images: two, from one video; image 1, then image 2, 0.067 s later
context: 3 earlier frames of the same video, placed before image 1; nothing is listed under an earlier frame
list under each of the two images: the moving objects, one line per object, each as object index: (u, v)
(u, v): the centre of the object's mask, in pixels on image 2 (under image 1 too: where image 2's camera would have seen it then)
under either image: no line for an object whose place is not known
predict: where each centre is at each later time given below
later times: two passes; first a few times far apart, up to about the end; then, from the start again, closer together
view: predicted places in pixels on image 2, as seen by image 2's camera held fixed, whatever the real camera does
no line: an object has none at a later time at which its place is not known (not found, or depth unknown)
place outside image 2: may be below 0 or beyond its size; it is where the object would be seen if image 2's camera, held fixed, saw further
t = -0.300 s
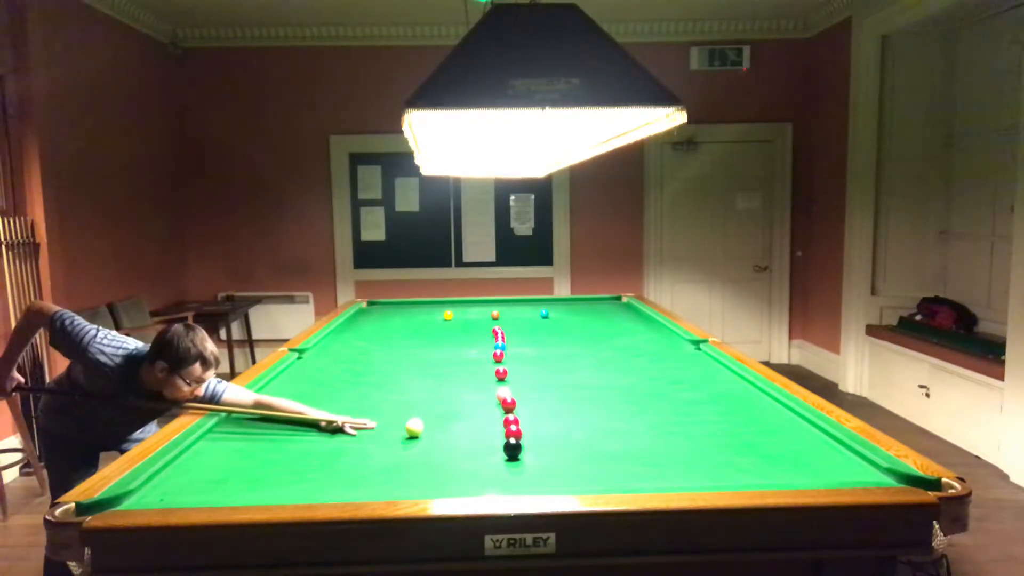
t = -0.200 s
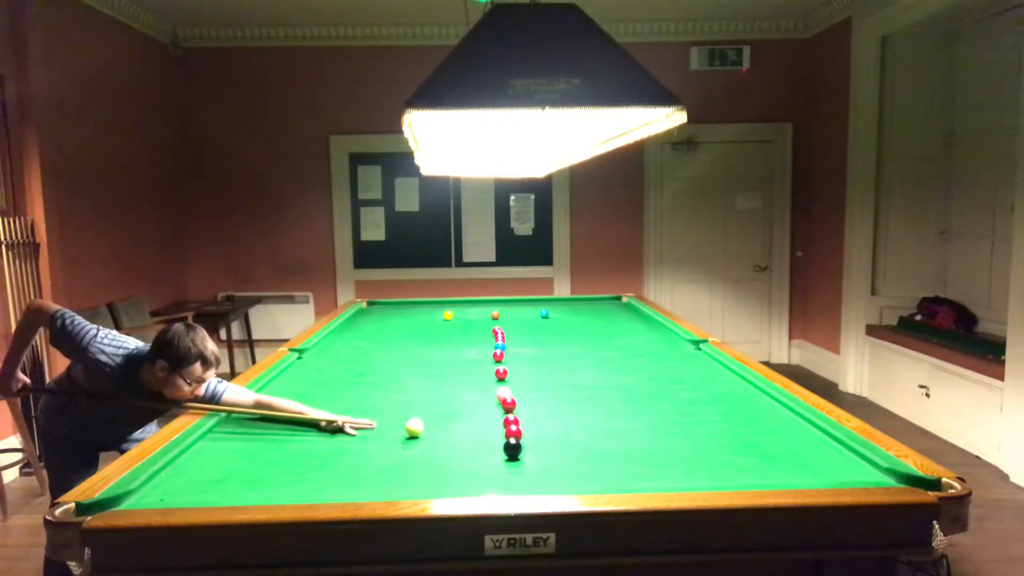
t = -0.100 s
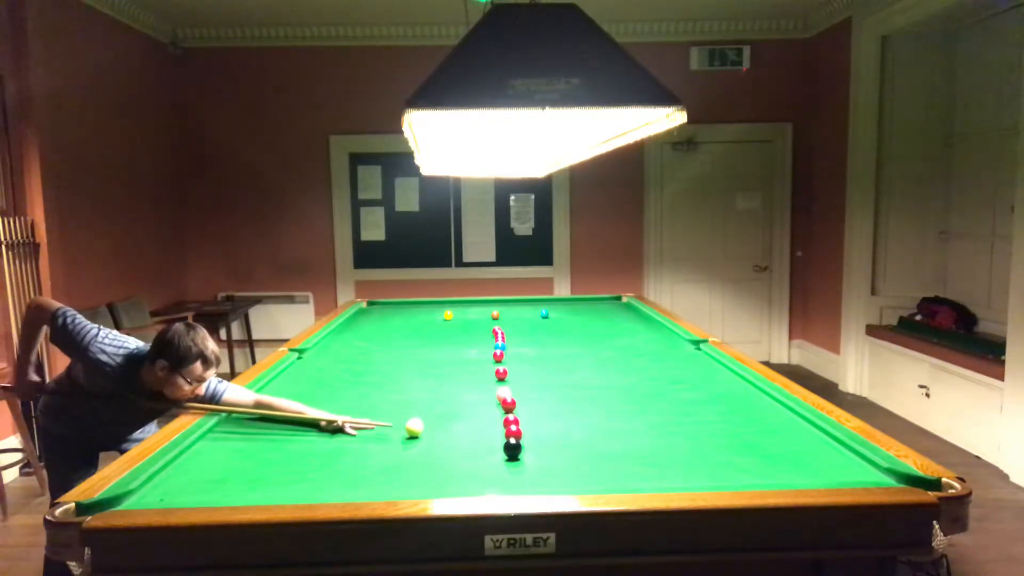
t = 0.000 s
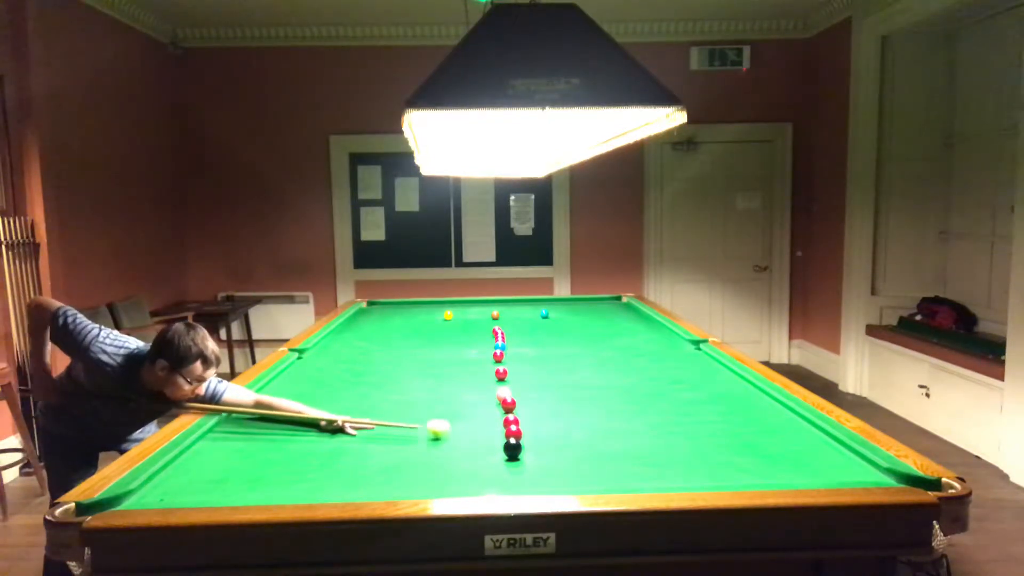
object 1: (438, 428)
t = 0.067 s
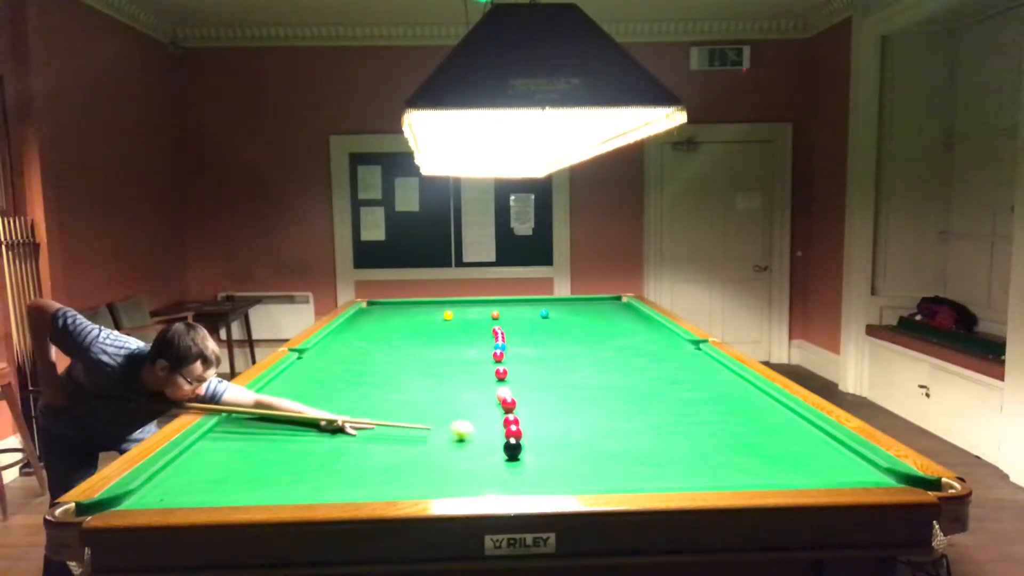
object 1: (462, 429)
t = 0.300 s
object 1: (506, 430)
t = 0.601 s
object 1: (533, 428)
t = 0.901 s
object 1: (557, 426)
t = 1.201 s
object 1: (577, 425)
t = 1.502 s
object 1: (595, 424)
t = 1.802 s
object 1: (608, 423)
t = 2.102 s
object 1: (619, 422)
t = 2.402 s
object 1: (626, 421)
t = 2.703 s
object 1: (629, 421)
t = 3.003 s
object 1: (630, 421)
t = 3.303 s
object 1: (630, 421)
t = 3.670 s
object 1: (629, 421)
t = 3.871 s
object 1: (630, 421)
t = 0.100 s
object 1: (473, 430)
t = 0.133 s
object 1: (484, 431)
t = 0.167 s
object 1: (494, 431)
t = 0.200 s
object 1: (498, 432)
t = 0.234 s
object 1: (500, 432)
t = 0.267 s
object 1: (503, 431)
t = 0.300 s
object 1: (506, 430)
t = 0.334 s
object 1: (510, 430)
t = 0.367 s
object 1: (512, 430)
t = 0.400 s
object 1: (515, 430)
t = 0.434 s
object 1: (519, 430)
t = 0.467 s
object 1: (522, 429)
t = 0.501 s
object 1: (524, 429)
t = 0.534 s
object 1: (528, 429)
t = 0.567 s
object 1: (531, 428)
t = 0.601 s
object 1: (533, 428)
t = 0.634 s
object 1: (537, 428)
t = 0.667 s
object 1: (539, 428)
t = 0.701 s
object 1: (542, 428)
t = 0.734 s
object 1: (545, 428)
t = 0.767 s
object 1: (547, 427)
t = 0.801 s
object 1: (550, 427)
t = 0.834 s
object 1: (552, 427)
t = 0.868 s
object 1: (555, 426)
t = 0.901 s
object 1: (557, 426)
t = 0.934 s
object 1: (560, 426)
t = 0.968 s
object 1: (562, 426)
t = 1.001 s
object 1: (565, 426)
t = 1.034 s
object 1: (567, 425)
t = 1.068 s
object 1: (569, 425)
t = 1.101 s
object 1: (571, 425)
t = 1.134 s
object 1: (573, 425)
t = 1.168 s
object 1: (575, 425)
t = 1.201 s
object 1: (577, 425)
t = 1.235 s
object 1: (580, 425)
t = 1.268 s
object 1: (582, 424)
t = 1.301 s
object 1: (584, 424)
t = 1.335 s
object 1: (586, 424)
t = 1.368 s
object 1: (588, 424)
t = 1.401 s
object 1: (589, 424)
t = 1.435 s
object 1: (591, 424)
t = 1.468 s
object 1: (593, 424)
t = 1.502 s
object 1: (595, 424)
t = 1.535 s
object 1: (597, 424)
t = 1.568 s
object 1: (598, 424)
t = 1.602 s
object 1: (600, 424)
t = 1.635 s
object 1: (601, 423)
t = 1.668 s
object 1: (603, 423)
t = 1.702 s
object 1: (604, 423)
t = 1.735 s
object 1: (606, 423)
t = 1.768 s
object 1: (607, 423)
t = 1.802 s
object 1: (608, 423)
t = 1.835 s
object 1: (610, 422)
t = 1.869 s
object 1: (611, 422)
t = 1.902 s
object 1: (612, 422)
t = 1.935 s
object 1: (614, 422)
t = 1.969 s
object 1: (615, 422)
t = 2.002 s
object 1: (616, 422)
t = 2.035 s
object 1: (617, 422)
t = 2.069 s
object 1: (618, 422)
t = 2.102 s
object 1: (619, 422)
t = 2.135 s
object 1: (620, 422)
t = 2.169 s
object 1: (621, 422)
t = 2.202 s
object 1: (621, 422)
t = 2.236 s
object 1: (622, 421)
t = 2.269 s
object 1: (623, 421)
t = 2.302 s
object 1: (624, 421)
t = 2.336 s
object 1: (625, 421)
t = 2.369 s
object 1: (625, 421)
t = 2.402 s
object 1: (626, 421)
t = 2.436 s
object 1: (626, 421)
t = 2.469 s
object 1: (627, 421)
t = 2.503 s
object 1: (627, 421)
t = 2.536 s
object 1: (628, 421)
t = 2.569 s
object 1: (628, 421)
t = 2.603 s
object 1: (628, 421)
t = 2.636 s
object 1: (629, 421)
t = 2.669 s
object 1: (629, 421)
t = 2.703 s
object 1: (629, 421)
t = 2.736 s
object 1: (630, 421)
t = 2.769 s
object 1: (630, 421)
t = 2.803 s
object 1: (630, 421)
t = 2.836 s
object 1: (630, 421)
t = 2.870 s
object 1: (630, 421)
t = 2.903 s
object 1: (630, 421)
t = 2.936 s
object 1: (630, 421)
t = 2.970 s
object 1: (630, 421)
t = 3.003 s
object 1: (630, 421)
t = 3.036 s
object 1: (630, 421)
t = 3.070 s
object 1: (630, 421)
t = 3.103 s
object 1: (630, 421)
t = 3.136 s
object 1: (630, 421)
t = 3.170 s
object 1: (630, 421)
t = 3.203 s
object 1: (631, 421)
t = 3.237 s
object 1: (631, 421)
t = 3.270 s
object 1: (631, 421)
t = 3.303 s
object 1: (630, 421)
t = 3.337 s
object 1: (630, 421)
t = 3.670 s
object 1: (629, 421)
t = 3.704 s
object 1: (631, 421)
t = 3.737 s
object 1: (631, 421)
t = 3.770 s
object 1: (631, 421)
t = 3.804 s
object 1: (630, 421)
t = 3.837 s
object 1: (630, 421)
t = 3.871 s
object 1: (630, 421)
